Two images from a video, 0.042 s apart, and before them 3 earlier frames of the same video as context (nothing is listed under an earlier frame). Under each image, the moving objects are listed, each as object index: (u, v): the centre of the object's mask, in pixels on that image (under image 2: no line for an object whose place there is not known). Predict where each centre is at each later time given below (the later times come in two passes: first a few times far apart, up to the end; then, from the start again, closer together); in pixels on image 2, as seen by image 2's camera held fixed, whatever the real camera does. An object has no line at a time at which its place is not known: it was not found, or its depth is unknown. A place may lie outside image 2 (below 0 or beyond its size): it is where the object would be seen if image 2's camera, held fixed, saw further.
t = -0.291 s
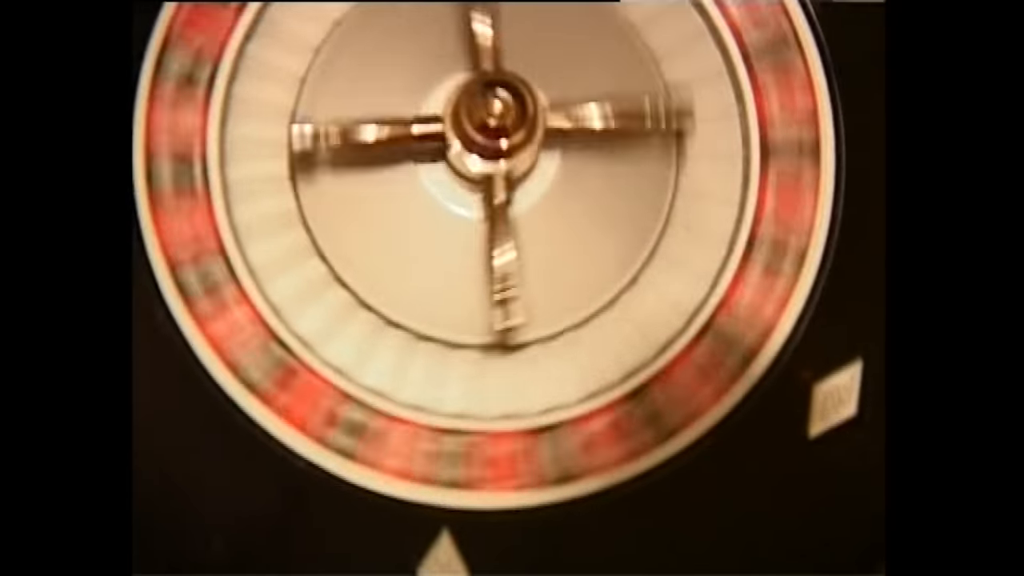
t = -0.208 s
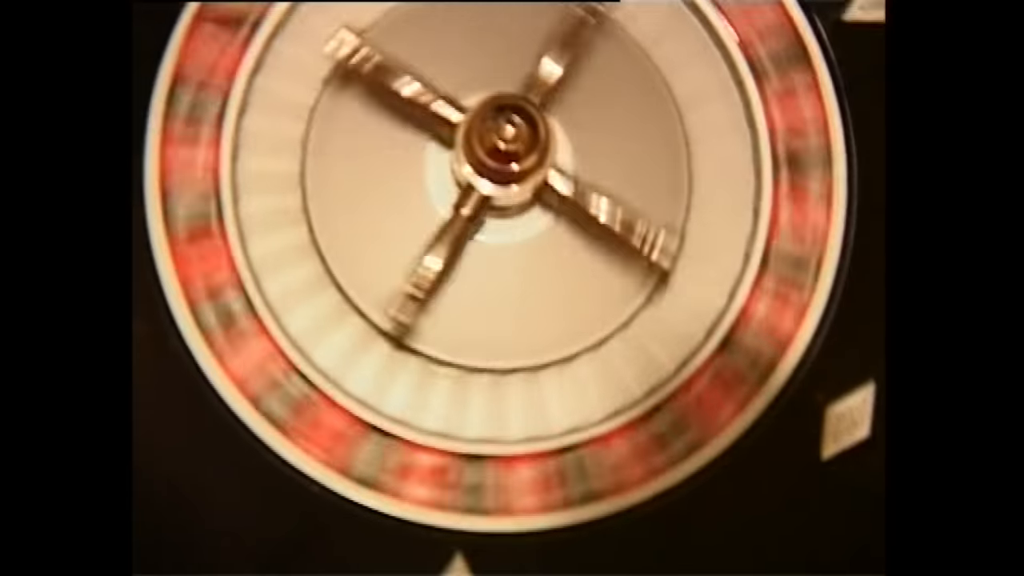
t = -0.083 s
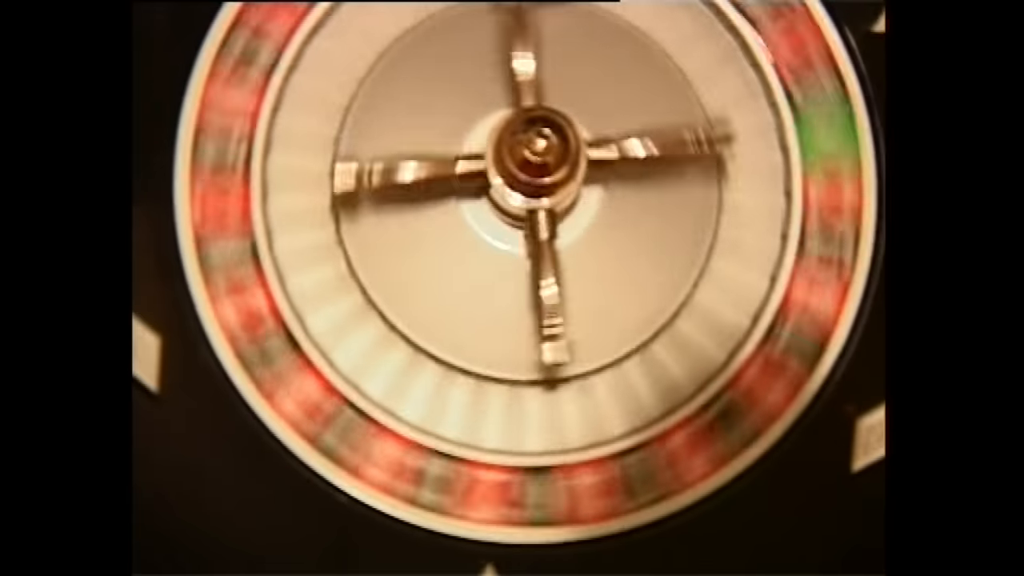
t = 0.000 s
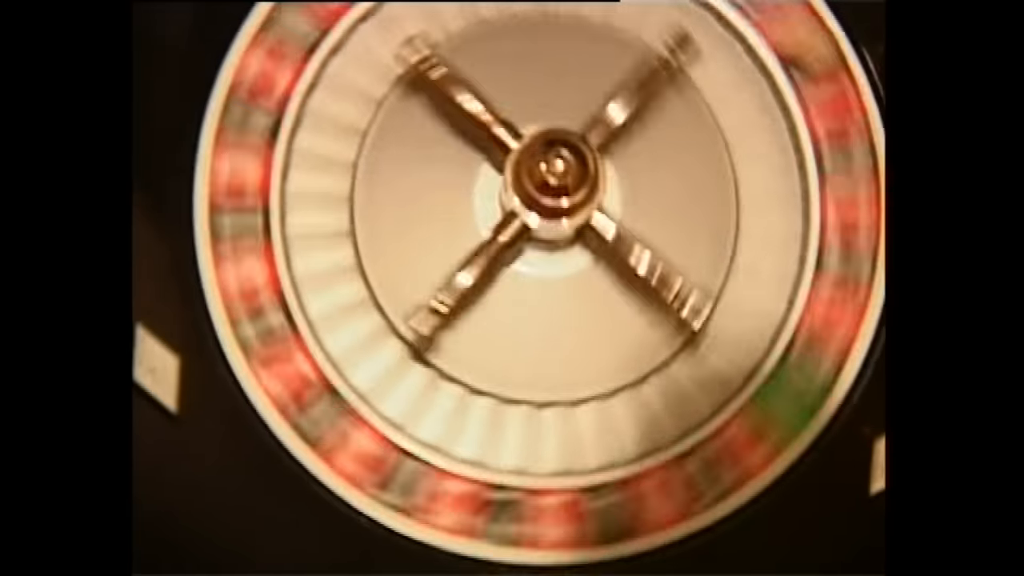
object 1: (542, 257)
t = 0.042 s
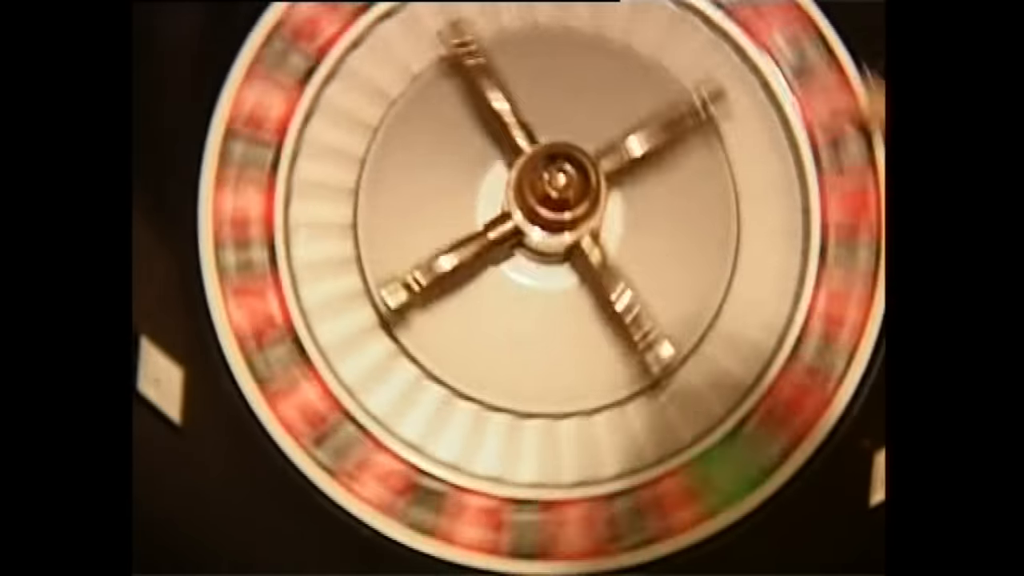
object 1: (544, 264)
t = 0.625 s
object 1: (546, 242)
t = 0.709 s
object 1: (546, 236)
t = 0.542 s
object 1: (546, 243)
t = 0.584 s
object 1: (546, 243)
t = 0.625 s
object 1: (546, 242)
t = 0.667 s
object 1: (546, 238)
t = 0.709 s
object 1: (546, 236)
